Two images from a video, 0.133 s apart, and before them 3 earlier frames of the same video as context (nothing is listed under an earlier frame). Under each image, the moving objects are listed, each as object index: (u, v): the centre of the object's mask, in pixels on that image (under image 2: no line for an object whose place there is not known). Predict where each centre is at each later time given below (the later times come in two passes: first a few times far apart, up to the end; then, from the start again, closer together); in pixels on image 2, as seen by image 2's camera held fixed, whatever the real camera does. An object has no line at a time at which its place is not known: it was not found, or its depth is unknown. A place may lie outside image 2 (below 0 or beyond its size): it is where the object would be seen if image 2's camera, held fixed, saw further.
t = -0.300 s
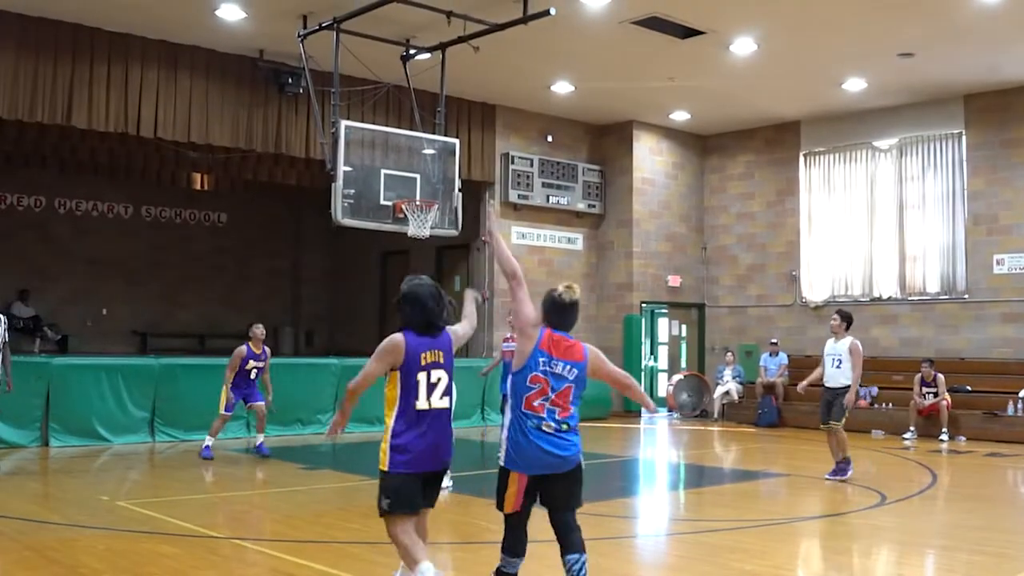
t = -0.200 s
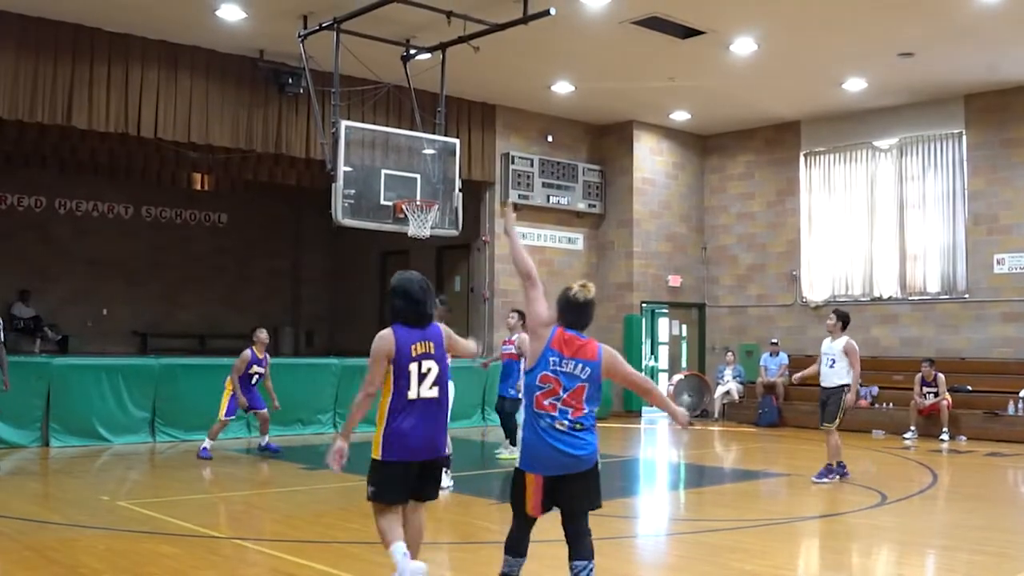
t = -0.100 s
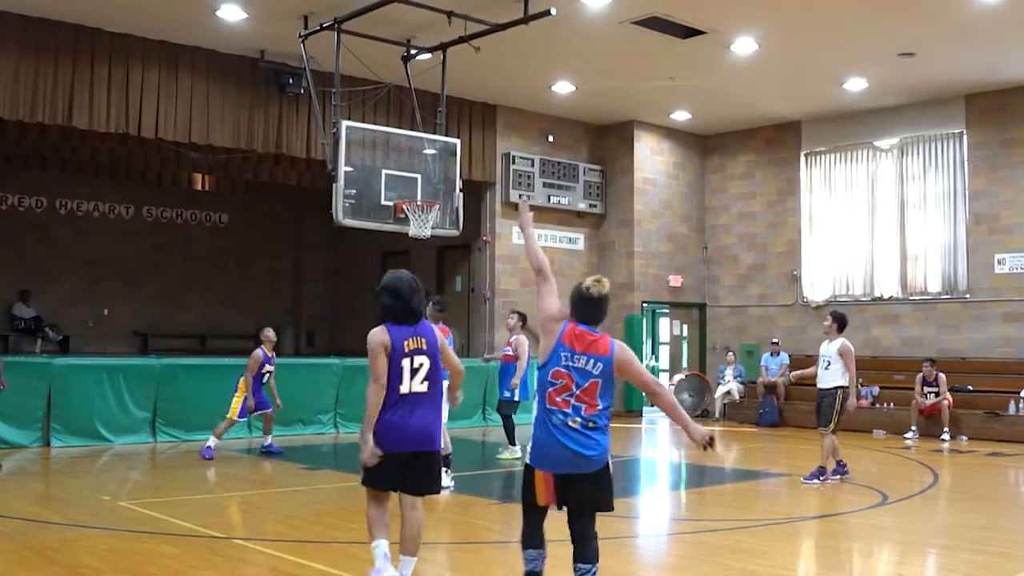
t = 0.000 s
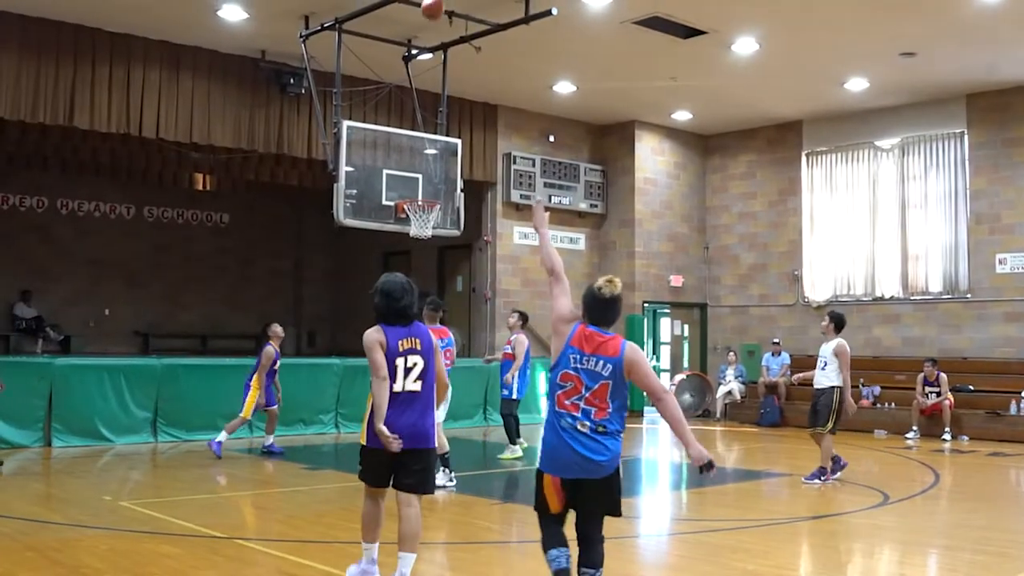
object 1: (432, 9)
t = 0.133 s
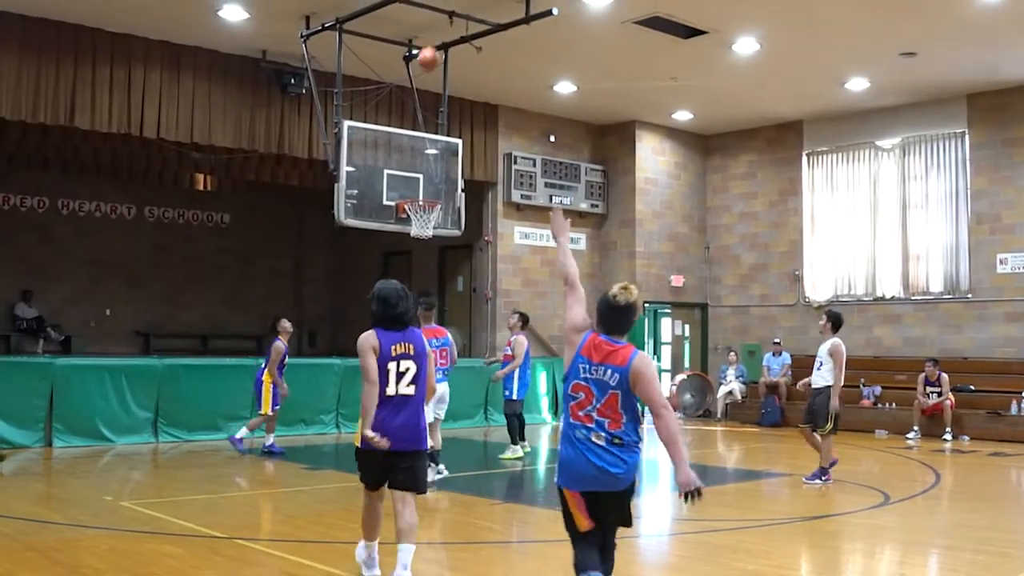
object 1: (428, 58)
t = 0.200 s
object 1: (426, 86)
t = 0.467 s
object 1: (424, 208)
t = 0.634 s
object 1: (428, 214)
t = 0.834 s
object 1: (425, 239)
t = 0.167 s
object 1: (427, 72)
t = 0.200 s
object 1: (426, 86)
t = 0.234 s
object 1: (426, 101)
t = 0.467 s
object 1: (424, 208)
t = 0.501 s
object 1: (426, 218)
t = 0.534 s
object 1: (425, 213)
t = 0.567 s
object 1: (429, 210)
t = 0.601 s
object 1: (428, 210)
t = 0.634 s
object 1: (428, 214)
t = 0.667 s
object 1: (428, 215)
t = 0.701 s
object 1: (427, 219)
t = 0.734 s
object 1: (425, 223)
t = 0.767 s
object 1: (425, 224)
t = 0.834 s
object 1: (425, 239)
